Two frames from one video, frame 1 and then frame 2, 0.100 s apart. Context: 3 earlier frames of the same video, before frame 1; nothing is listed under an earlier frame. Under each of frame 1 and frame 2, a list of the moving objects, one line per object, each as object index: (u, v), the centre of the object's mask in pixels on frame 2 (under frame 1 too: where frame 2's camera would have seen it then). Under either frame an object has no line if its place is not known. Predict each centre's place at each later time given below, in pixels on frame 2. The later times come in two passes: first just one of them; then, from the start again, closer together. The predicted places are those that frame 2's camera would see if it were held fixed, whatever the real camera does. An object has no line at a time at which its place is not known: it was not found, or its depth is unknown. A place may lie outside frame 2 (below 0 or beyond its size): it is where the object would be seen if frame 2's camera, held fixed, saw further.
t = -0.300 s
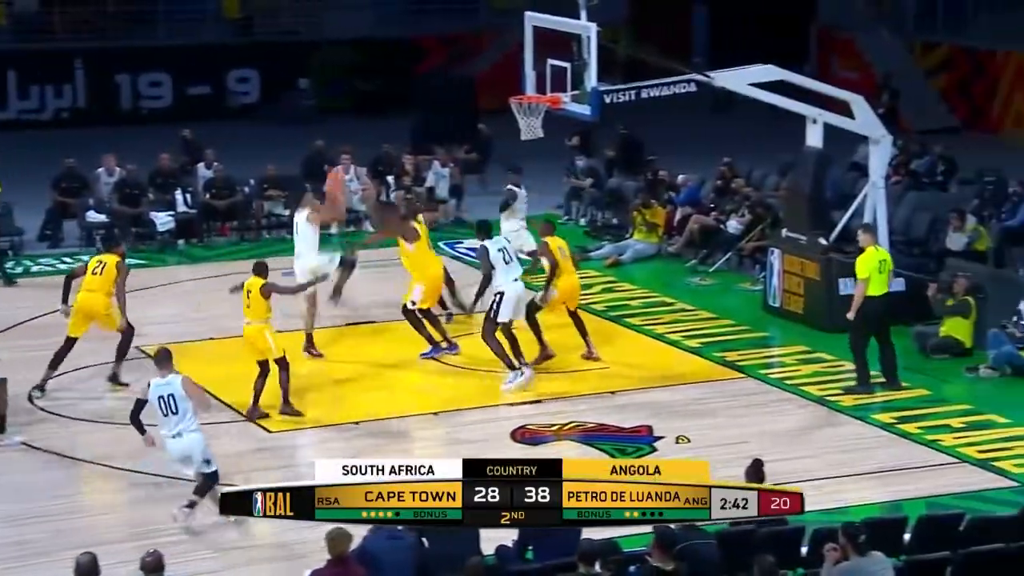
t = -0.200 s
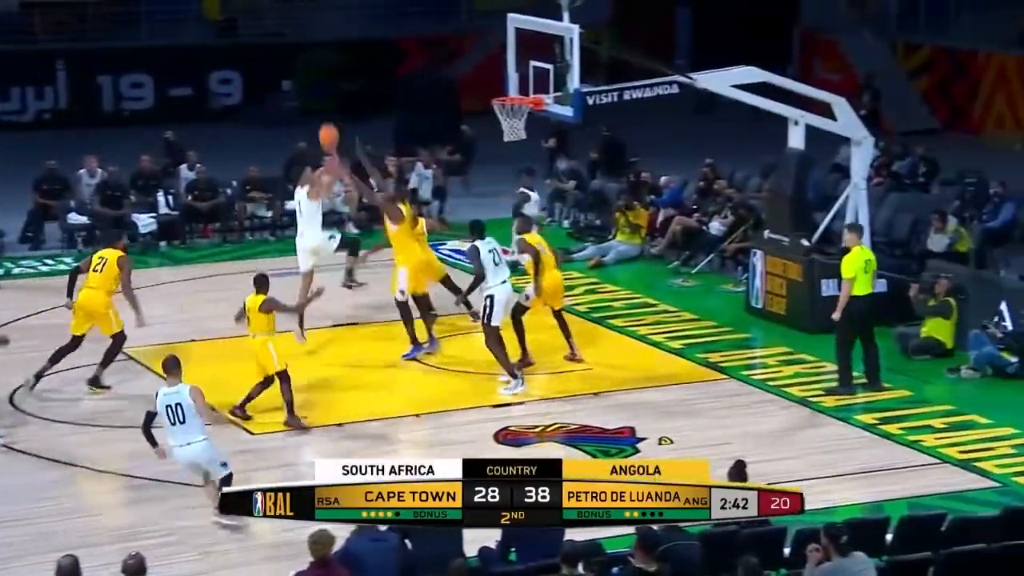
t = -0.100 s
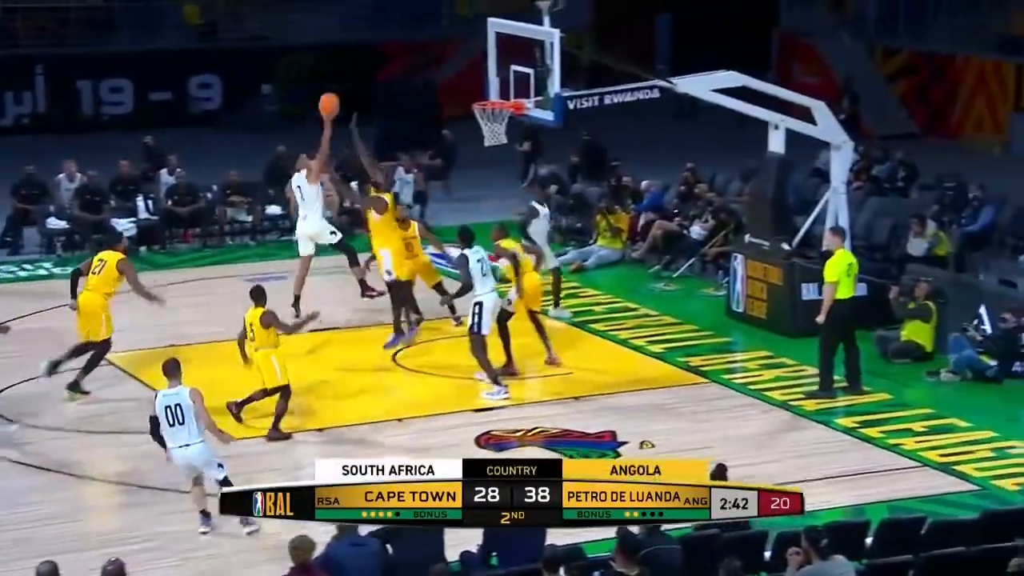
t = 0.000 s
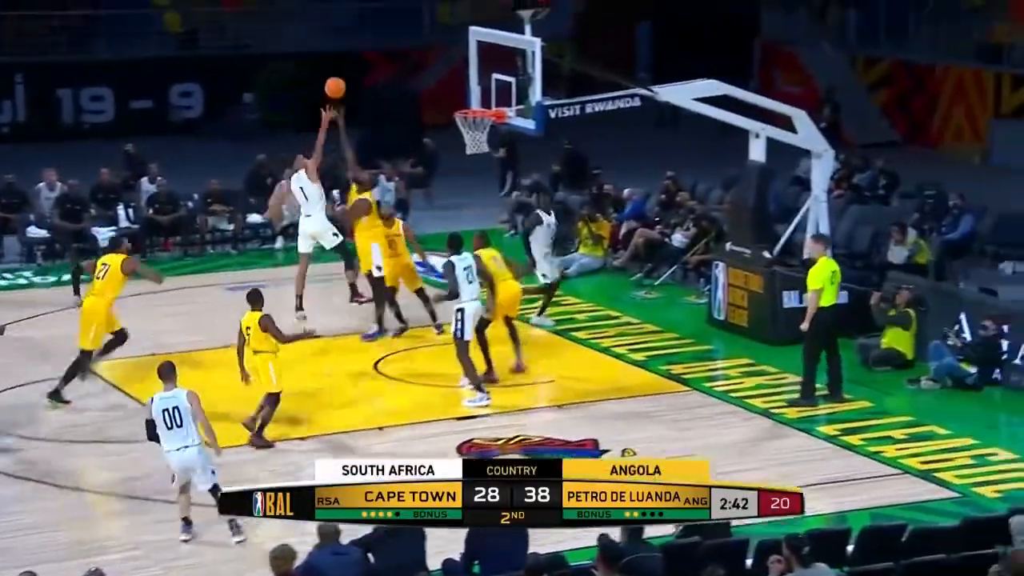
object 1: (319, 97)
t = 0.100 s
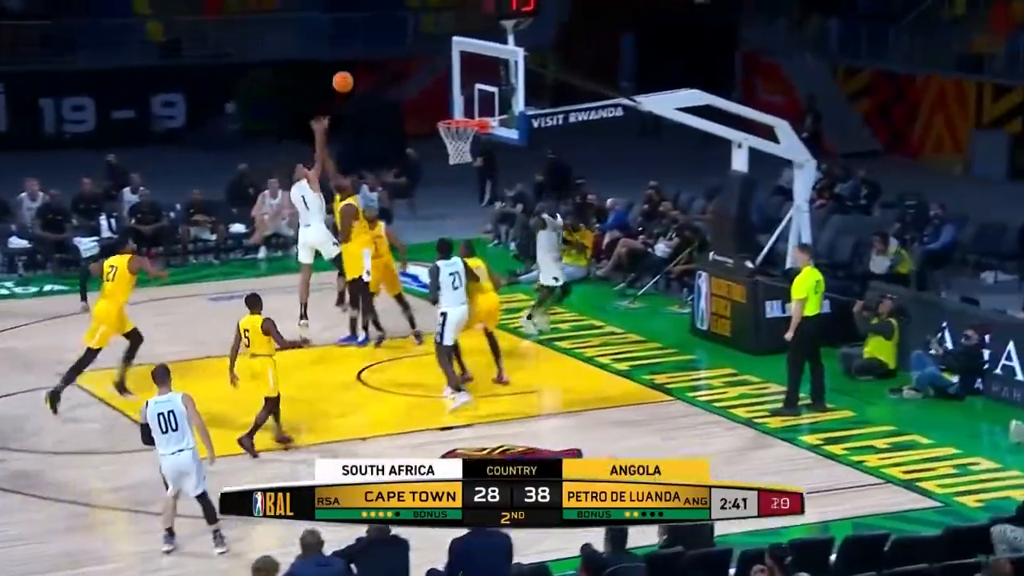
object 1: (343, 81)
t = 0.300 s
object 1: (392, 74)
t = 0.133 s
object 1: (350, 78)
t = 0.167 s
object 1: (358, 76)
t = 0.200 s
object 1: (367, 74)
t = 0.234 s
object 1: (375, 73)
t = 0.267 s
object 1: (384, 73)
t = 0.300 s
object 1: (392, 74)
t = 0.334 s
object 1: (400, 75)
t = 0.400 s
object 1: (416, 82)
